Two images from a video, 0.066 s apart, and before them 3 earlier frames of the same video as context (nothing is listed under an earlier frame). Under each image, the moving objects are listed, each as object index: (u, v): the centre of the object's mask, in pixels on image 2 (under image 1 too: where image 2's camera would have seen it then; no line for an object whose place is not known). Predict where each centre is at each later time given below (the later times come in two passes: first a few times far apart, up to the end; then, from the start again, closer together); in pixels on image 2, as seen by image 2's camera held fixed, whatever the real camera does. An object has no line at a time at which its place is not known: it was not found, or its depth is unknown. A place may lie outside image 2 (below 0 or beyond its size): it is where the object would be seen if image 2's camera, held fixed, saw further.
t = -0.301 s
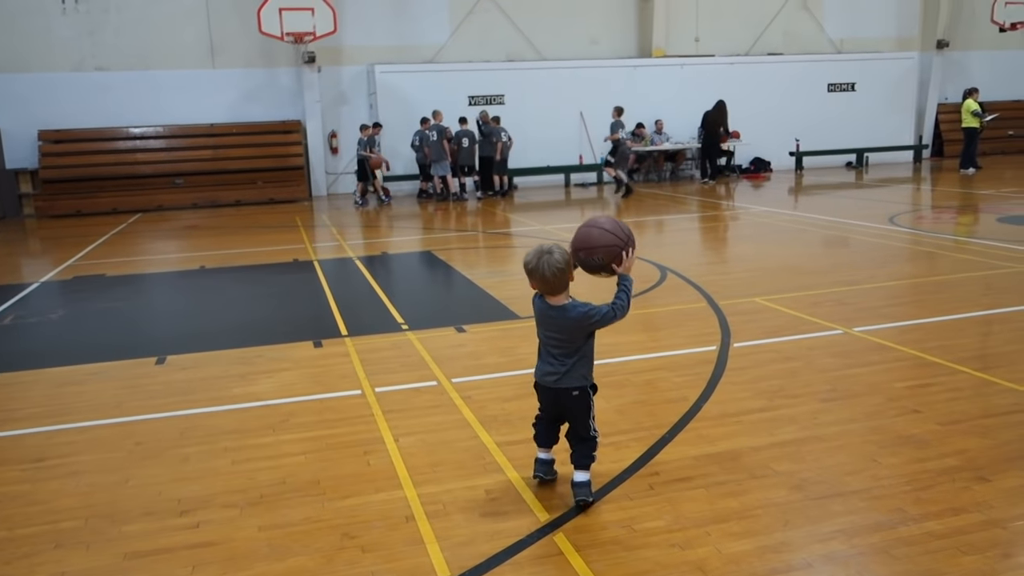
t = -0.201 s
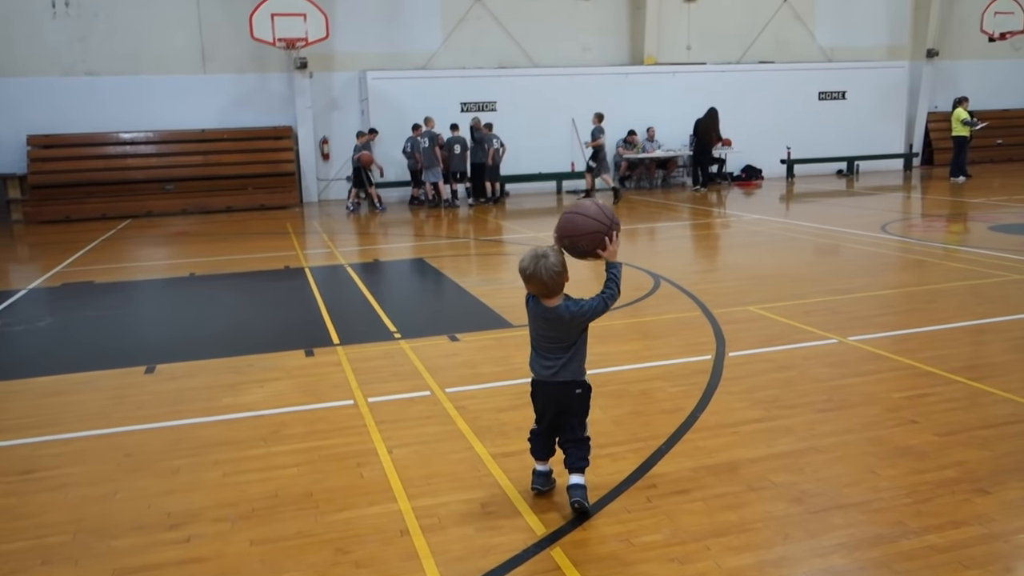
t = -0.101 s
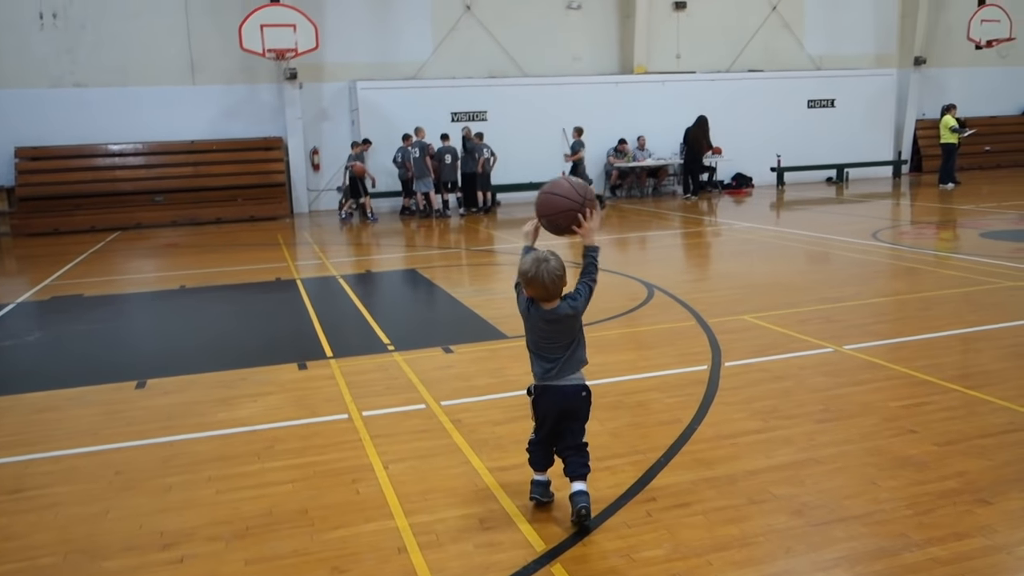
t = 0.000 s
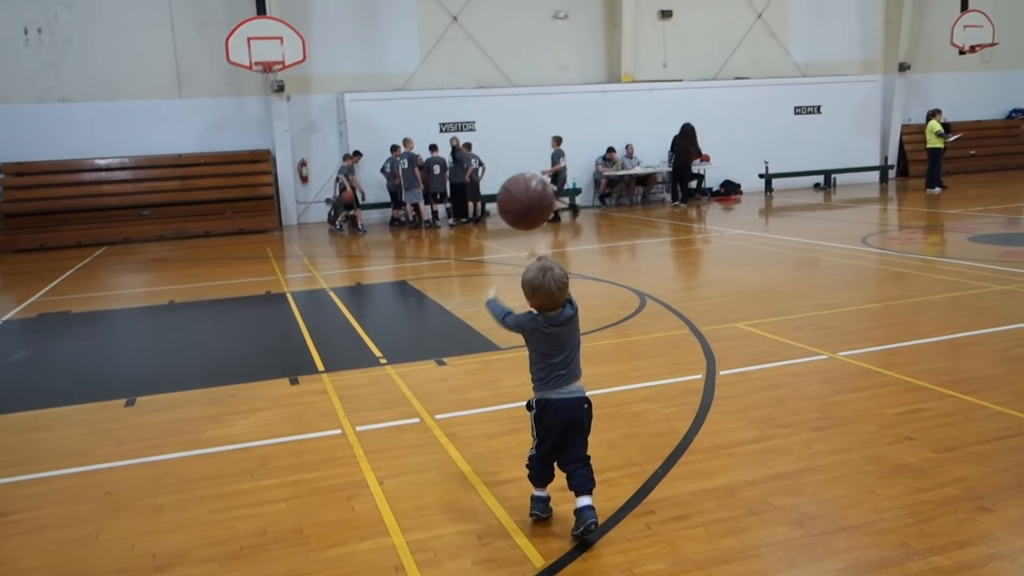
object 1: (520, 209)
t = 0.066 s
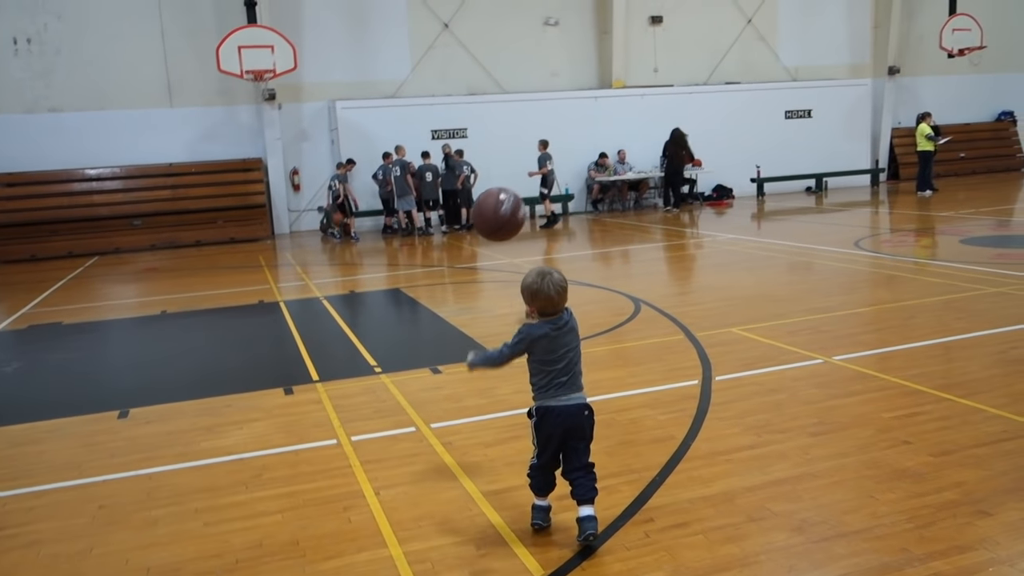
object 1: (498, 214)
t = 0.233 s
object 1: (455, 266)
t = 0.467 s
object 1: (418, 392)
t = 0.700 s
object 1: (398, 272)
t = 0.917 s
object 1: (387, 243)
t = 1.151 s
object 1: (384, 291)
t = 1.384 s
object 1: (381, 310)
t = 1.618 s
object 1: (371, 258)
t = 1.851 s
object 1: (370, 278)
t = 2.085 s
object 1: (370, 300)
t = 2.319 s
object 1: (364, 264)
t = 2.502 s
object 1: (363, 279)
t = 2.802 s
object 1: (361, 272)
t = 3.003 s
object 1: (361, 267)
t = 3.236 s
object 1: (363, 286)
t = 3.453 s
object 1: (361, 265)
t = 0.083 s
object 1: (493, 217)
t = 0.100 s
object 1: (489, 220)
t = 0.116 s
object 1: (484, 225)
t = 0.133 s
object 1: (480, 230)
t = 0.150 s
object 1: (475, 234)
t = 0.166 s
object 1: (471, 240)
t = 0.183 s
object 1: (467, 246)
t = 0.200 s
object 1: (463, 252)
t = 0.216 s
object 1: (459, 258)
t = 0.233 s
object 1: (455, 266)
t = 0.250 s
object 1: (452, 274)
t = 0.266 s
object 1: (448, 281)
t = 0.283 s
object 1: (445, 289)
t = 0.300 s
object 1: (442, 297)
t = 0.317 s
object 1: (439, 306)
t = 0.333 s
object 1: (436, 315)
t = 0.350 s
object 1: (433, 324)
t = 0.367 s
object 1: (431, 334)
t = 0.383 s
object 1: (428, 344)
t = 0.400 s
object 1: (426, 353)
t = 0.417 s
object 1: (424, 363)
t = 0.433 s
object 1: (422, 374)
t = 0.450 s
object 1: (420, 384)
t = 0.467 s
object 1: (418, 392)
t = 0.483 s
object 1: (416, 379)
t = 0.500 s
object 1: (414, 367)
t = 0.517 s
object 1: (413, 357)
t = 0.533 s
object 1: (411, 348)
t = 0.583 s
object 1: (407, 321)
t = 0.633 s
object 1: (403, 297)
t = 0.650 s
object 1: (402, 290)
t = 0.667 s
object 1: (401, 284)
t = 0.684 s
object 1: (400, 279)
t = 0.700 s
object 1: (398, 272)
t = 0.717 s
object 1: (398, 268)
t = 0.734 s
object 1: (396, 263)
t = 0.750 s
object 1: (395, 259)
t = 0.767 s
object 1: (394, 255)
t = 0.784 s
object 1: (393, 252)
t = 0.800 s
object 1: (392, 250)
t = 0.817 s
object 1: (391, 247)
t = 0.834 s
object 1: (390, 246)
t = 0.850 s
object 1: (390, 244)
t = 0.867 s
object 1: (389, 243)
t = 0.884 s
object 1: (389, 243)
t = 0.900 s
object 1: (388, 243)
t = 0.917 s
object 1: (387, 243)
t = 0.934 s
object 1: (387, 244)
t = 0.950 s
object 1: (386, 245)
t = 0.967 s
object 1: (385, 247)
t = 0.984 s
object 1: (385, 249)
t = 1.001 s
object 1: (385, 251)
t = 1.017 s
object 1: (385, 254)
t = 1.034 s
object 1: (384, 258)
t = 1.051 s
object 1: (384, 262)
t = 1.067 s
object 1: (384, 266)
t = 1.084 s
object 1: (384, 269)
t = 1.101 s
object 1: (384, 275)
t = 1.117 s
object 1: (384, 280)
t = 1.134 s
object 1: (384, 285)
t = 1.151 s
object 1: (384, 291)
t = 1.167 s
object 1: (385, 297)
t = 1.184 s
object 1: (385, 303)
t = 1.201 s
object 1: (385, 310)
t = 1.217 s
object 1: (386, 317)
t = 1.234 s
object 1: (386, 325)
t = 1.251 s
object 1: (386, 332)
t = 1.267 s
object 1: (386, 342)
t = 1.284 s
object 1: (387, 349)
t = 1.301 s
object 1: (386, 347)
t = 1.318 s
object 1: (385, 340)
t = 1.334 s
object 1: (384, 332)
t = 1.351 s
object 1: (383, 325)
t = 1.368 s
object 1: (382, 318)
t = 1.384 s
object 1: (381, 310)
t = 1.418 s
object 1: (379, 298)
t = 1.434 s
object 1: (378, 292)
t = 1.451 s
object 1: (378, 287)
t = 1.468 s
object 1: (377, 283)
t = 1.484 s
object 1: (376, 278)
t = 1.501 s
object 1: (375, 275)
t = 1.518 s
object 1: (375, 272)
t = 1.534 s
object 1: (374, 269)
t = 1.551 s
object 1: (373, 266)
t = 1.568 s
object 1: (373, 263)
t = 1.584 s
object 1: (372, 261)
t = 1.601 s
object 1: (372, 260)
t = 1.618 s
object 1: (371, 258)
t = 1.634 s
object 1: (371, 258)
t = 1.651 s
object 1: (371, 258)
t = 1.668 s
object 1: (371, 257)
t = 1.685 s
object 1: (370, 257)
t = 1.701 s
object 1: (370, 258)
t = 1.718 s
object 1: (370, 258)
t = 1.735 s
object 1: (370, 259)
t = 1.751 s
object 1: (370, 261)
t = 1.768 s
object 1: (369, 263)
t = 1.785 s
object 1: (369, 265)
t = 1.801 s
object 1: (370, 269)
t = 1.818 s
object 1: (370, 272)
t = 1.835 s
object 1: (370, 275)
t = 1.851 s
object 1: (370, 278)
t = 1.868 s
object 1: (370, 283)
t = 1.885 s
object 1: (370, 286)
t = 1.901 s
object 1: (371, 291)
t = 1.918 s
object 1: (371, 295)
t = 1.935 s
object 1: (372, 301)
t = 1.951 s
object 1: (372, 306)
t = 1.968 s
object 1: (372, 312)
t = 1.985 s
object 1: (373, 318)
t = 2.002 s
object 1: (373, 324)
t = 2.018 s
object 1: (373, 322)
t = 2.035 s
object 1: (372, 316)
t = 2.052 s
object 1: (371, 311)
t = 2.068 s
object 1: (371, 306)
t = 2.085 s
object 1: (370, 300)
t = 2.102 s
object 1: (369, 295)
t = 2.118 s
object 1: (369, 291)
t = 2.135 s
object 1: (368, 287)
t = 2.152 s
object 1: (367, 283)
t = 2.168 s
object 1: (367, 280)
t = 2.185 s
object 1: (366, 277)
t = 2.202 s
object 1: (366, 274)
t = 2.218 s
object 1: (366, 272)
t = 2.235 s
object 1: (365, 270)
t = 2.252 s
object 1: (365, 268)
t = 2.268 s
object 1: (364, 266)
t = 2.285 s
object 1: (364, 265)
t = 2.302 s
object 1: (364, 264)
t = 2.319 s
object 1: (364, 264)
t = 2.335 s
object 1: (363, 264)
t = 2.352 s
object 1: (363, 264)
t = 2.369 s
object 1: (363, 264)
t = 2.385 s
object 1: (363, 264)
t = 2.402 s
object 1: (363, 267)
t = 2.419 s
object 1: (363, 268)
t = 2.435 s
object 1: (363, 269)
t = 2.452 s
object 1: (363, 271)
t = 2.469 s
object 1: (362, 273)
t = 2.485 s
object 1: (363, 276)
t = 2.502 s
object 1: (363, 279)
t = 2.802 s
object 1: (361, 272)
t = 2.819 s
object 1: (361, 271)
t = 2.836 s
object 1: (361, 269)
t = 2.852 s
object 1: (361, 267)
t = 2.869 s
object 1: (361, 266)
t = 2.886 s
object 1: (361, 265)
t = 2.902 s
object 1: (361, 265)
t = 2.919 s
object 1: (361, 264)
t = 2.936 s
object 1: (361, 264)
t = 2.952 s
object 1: (360, 265)
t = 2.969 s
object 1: (361, 265)
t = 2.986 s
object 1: (361, 266)
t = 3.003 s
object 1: (361, 267)
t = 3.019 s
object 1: (361, 269)
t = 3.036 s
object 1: (361, 271)
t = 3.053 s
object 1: (361, 272)
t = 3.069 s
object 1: (361, 275)
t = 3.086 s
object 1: (361, 277)
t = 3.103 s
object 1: (362, 280)
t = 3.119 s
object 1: (362, 283)
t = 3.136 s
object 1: (363, 286)
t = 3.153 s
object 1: (363, 289)
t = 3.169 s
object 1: (364, 294)
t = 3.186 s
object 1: (364, 296)
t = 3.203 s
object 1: (364, 293)
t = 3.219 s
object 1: (363, 289)
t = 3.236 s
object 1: (363, 286)
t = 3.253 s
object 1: (363, 283)
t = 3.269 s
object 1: (362, 280)
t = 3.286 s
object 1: (362, 277)
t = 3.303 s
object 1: (362, 275)
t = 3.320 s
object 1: (362, 273)
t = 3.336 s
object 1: (362, 271)
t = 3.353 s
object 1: (361, 269)
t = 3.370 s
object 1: (361, 268)
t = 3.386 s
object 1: (361, 267)
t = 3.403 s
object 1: (361, 266)
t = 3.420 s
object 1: (361, 266)
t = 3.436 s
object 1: (361, 265)
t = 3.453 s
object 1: (361, 265)
